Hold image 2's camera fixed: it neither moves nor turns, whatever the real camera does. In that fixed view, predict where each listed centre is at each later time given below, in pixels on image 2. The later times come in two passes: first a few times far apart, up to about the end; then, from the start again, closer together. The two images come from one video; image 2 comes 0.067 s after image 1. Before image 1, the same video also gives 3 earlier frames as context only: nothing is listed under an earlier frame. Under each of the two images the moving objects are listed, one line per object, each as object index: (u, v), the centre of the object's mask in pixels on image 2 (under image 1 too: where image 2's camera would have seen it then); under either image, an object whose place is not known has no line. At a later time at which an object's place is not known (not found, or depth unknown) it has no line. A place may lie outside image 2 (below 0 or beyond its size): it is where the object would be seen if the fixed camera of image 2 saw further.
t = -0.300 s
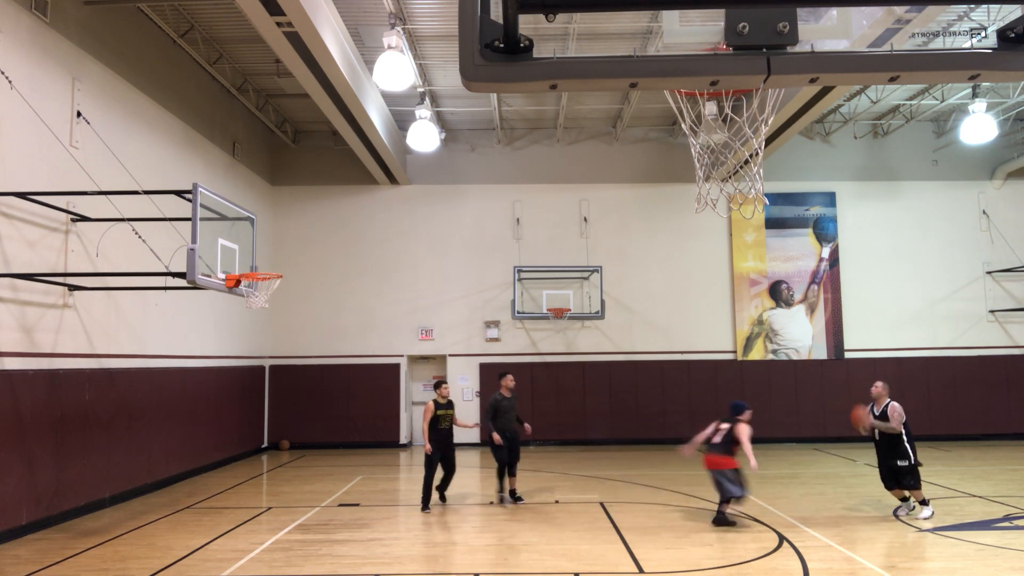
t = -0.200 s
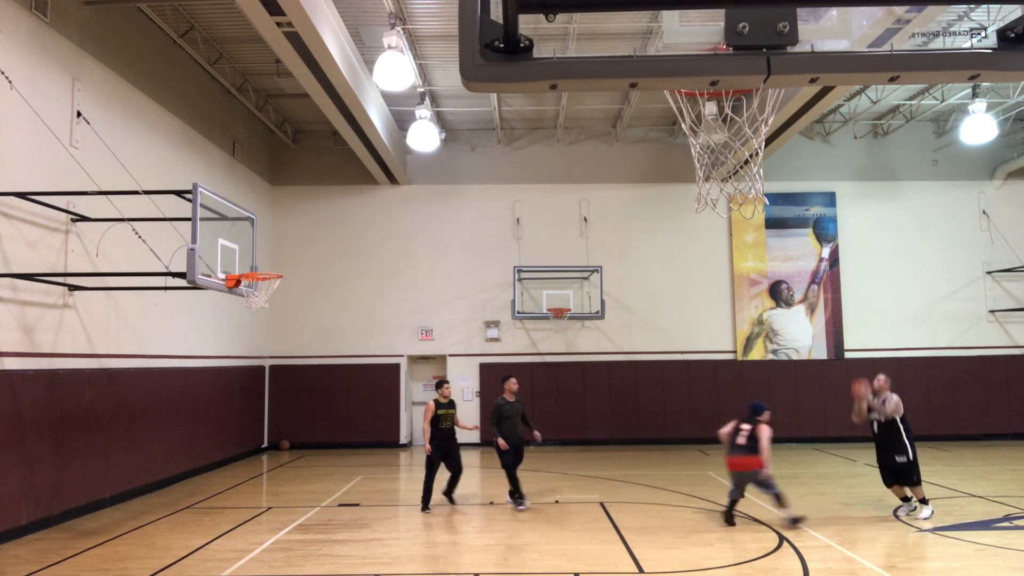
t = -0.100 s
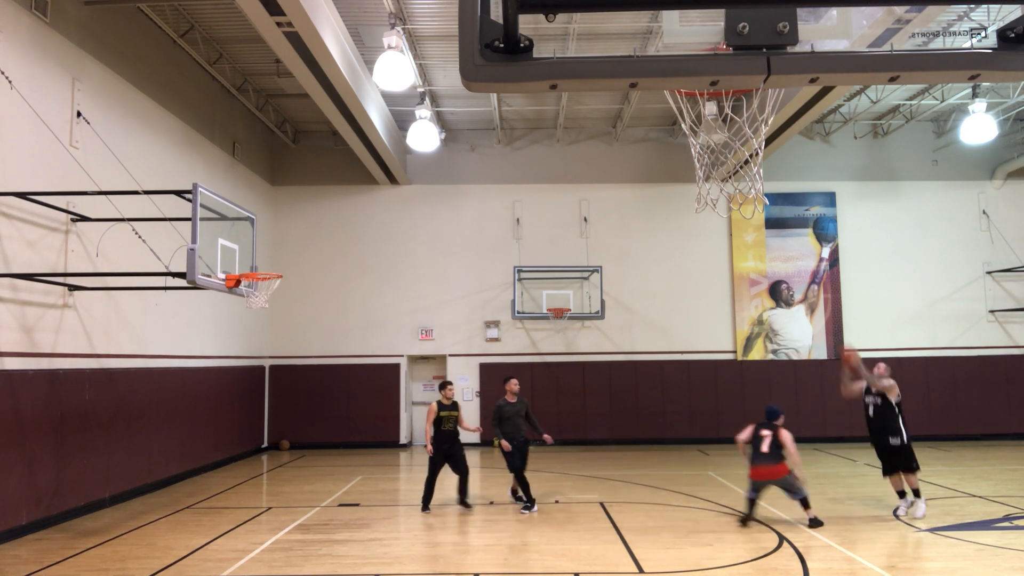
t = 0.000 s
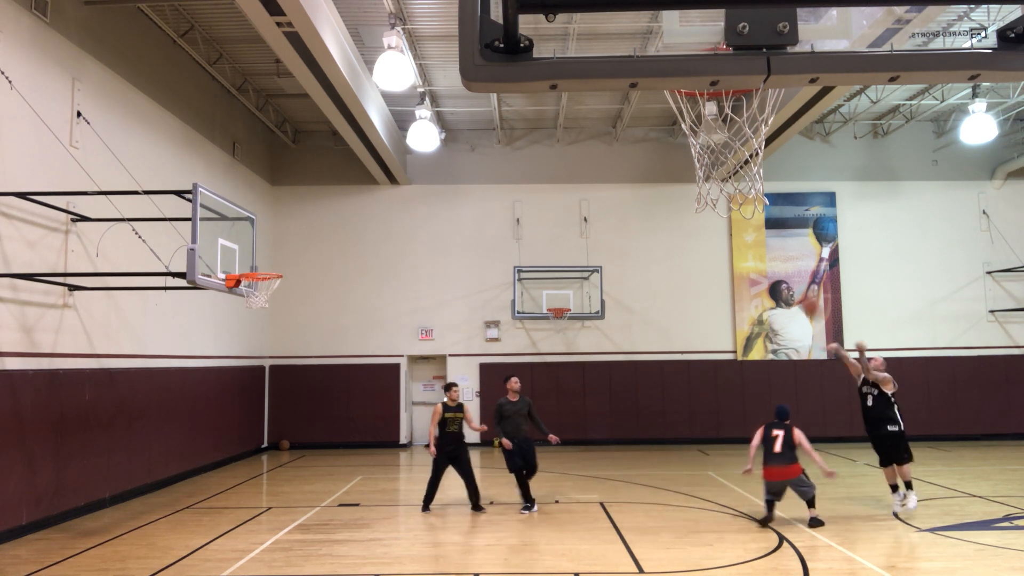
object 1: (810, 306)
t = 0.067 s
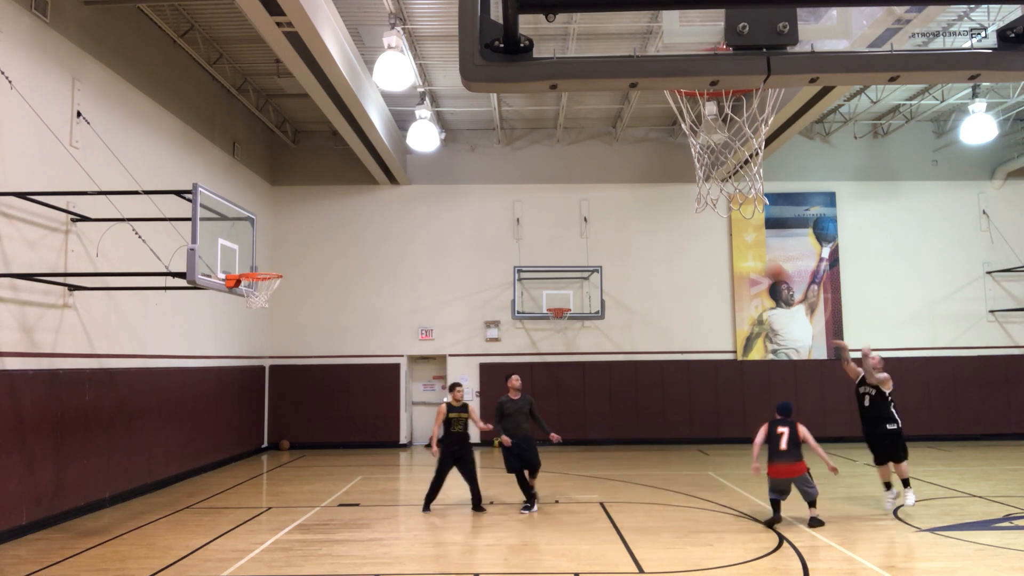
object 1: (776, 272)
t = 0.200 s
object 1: (713, 221)
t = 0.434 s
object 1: (610, 163)
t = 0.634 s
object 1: (522, 146)
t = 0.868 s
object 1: (421, 163)
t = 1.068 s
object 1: (333, 210)
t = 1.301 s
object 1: (254, 247)
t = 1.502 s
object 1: (225, 220)
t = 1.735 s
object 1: (185, 234)
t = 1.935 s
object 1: (144, 293)
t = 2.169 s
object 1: (87, 434)
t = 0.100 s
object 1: (761, 259)
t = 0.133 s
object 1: (745, 246)
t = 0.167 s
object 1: (729, 232)
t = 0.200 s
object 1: (713, 221)
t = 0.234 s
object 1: (700, 213)
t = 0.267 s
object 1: (684, 200)
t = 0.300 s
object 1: (668, 191)
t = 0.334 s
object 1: (654, 182)
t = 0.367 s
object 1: (639, 175)
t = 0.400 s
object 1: (624, 169)
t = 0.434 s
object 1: (610, 163)
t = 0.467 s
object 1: (594, 158)
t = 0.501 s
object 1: (581, 154)
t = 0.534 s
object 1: (566, 151)
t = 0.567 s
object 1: (551, 148)
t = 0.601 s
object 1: (538, 146)
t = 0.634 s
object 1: (522, 146)
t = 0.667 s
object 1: (507, 146)
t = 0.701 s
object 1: (493, 146)
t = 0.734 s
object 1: (478, 149)
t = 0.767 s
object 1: (464, 151)
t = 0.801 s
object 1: (450, 154)
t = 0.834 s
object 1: (435, 159)
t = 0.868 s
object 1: (421, 163)
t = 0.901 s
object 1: (406, 169)
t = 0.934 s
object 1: (391, 175)
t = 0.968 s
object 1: (377, 182)
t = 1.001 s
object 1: (363, 190)
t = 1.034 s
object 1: (348, 200)
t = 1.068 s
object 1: (333, 210)
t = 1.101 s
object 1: (318, 221)
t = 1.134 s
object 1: (303, 233)
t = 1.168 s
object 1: (288, 245)
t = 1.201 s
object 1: (272, 259)
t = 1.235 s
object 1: (262, 261)
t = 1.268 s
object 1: (258, 254)
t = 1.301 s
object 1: (254, 247)
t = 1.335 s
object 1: (250, 241)
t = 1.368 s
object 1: (244, 234)
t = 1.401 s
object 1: (240, 230)
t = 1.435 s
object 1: (235, 226)
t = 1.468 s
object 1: (230, 223)
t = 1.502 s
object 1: (225, 220)
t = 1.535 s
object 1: (220, 219)
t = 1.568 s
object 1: (215, 219)
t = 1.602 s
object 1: (209, 220)
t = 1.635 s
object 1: (203, 222)
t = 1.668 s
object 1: (197, 225)
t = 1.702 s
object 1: (191, 229)
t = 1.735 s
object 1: (185, 234)
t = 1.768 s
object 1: (178, 241)
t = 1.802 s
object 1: (173, 248)
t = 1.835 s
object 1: (165, 257)
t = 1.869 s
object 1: (158, 268)
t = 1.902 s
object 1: (152, 279)
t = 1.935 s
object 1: (144, 293)
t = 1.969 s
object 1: (138, 306)
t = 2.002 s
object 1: (130, 323)
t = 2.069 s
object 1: (112, 365)
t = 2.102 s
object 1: (104, 388)
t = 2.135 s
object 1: (96, 410)
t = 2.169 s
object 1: (87, 434)
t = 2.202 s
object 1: (80, 463)
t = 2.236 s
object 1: (68, 494)
